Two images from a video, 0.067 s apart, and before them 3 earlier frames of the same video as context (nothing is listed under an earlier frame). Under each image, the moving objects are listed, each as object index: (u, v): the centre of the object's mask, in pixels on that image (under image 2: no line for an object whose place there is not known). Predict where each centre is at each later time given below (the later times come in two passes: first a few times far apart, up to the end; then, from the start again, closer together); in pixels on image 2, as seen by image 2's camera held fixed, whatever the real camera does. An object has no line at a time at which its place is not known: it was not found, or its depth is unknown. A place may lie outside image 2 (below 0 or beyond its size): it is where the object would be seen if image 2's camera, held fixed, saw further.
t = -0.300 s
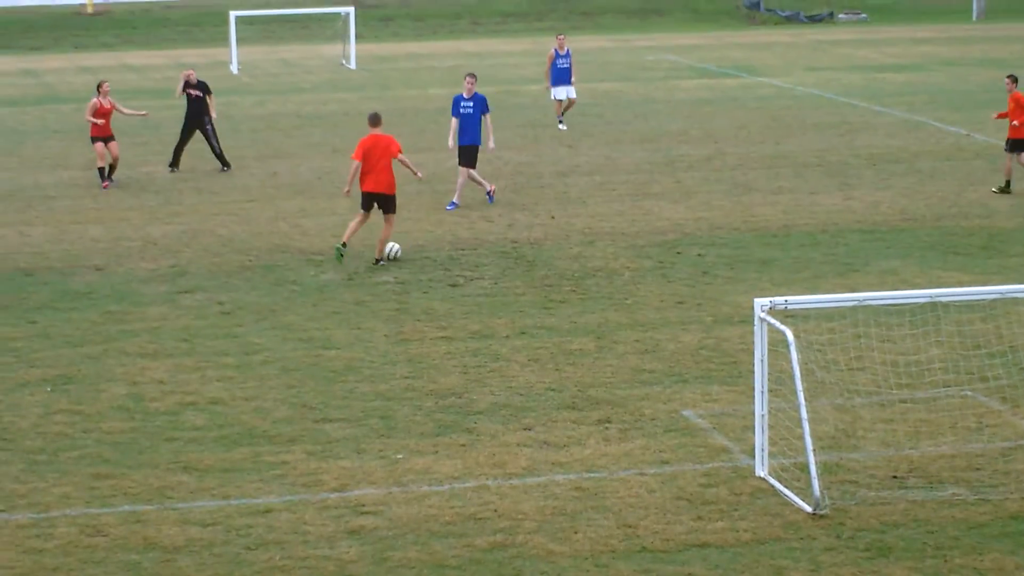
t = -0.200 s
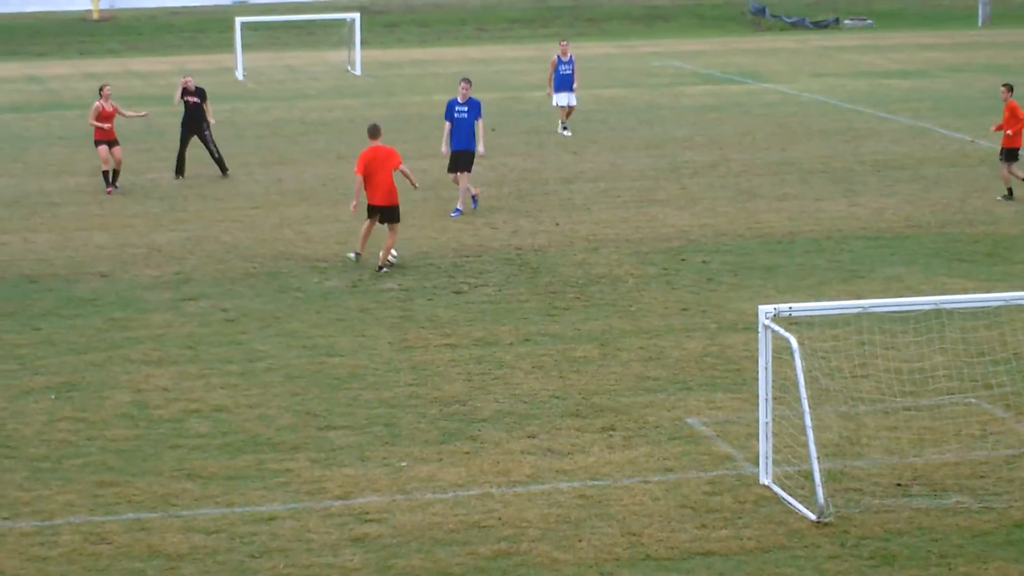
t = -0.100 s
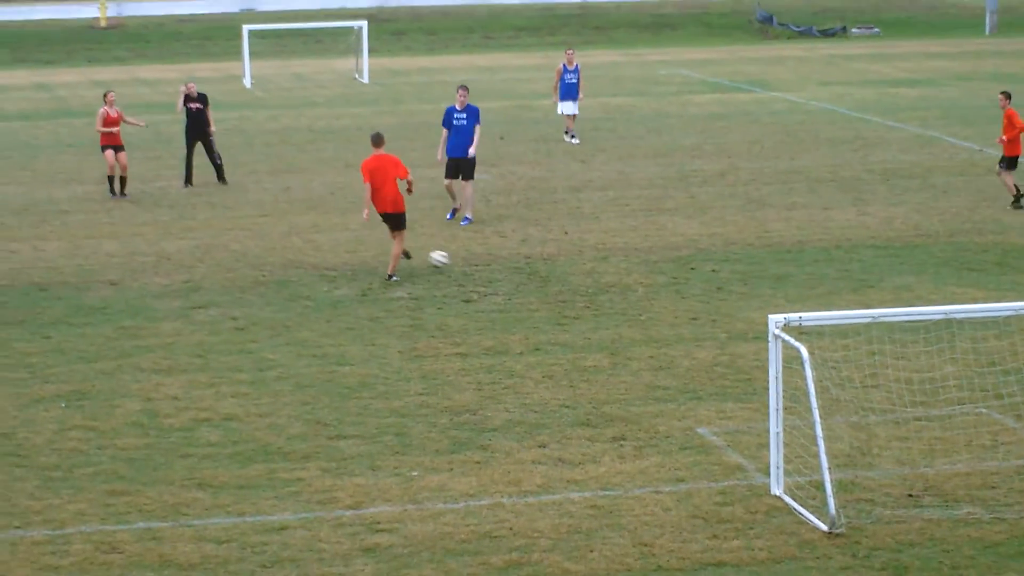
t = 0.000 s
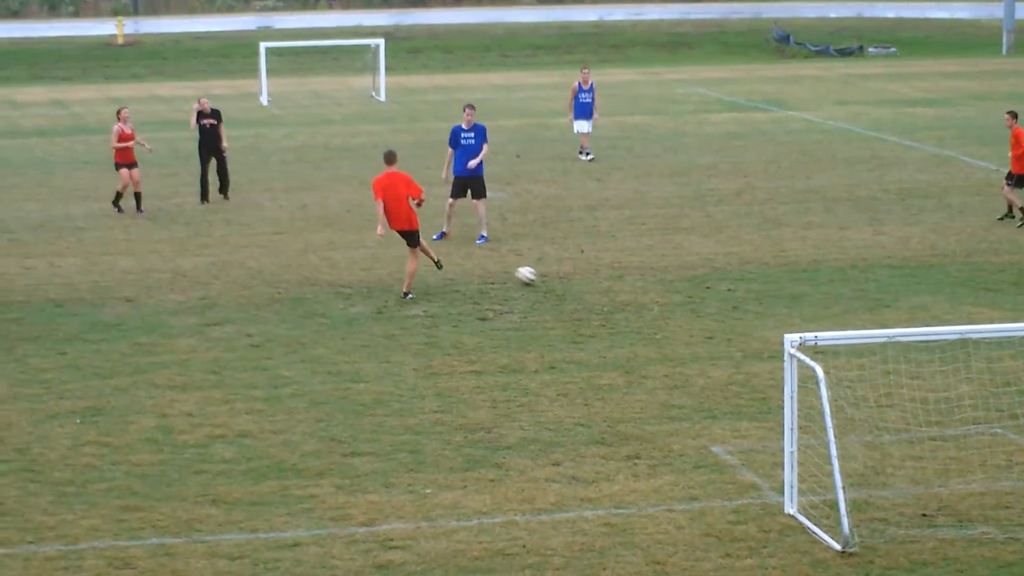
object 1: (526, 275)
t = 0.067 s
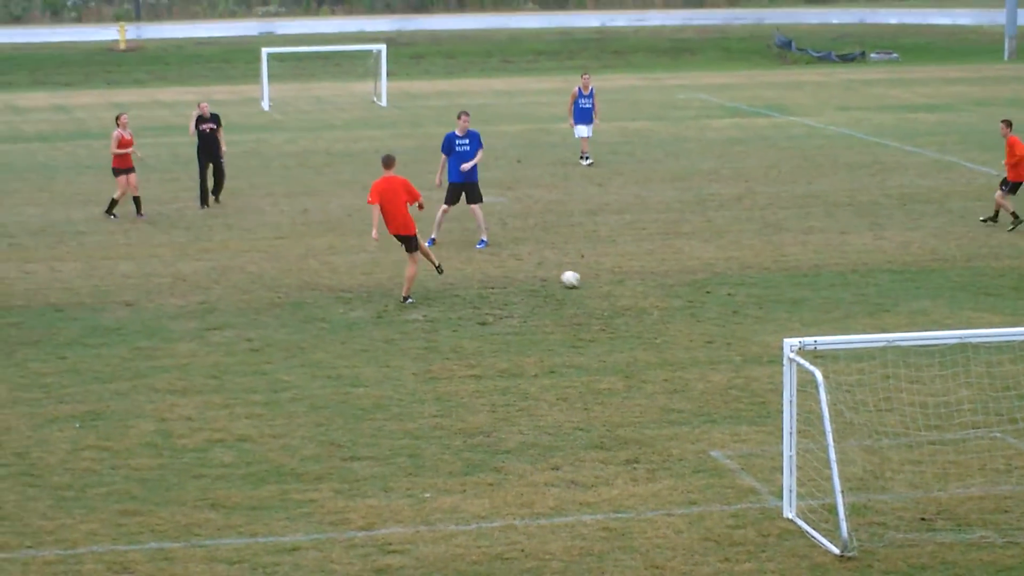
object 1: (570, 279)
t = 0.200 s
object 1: (649, 276)
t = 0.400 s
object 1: (746, 269)
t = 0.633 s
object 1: (835, 264)
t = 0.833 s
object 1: (900, 261)
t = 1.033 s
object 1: (964, 257)
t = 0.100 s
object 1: (591, 278)
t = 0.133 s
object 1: (611, 276)
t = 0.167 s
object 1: (630, 275)
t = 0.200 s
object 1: (649, 276)
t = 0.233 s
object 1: (667, 274)
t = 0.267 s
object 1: (683, 272)
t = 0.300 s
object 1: (700, 271)
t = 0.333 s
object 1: (715, 270)
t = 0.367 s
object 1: (732, 270)
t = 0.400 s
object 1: (746, 269)
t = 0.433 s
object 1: (760, 268)
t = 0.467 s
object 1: (774, 267)
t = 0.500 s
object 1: (787, 267)
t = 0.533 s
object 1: (801, 268)
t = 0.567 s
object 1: (813, 266)
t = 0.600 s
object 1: (824, 265)
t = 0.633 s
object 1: (835, 264)
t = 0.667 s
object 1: (845, 264)
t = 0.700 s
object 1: (857, 264)
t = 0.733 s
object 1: (868, 263)
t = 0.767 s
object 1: (880, 263)
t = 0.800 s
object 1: (890, 262)
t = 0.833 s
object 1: (900, 261)
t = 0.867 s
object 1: (911, 260)
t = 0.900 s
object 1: (922, 260)
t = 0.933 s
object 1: (933, 258)
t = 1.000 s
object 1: (954, 256)
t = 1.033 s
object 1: (964, 257)
